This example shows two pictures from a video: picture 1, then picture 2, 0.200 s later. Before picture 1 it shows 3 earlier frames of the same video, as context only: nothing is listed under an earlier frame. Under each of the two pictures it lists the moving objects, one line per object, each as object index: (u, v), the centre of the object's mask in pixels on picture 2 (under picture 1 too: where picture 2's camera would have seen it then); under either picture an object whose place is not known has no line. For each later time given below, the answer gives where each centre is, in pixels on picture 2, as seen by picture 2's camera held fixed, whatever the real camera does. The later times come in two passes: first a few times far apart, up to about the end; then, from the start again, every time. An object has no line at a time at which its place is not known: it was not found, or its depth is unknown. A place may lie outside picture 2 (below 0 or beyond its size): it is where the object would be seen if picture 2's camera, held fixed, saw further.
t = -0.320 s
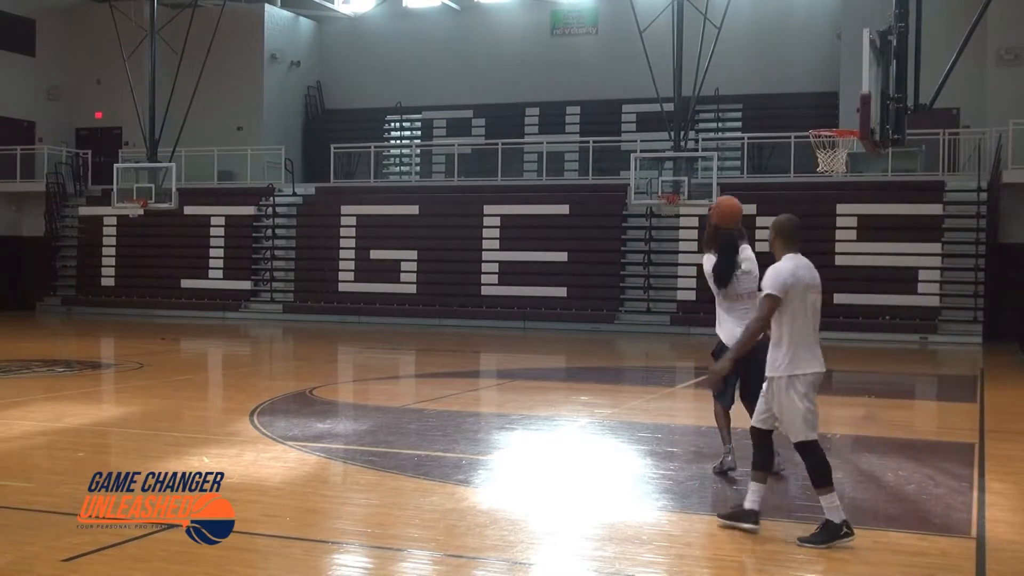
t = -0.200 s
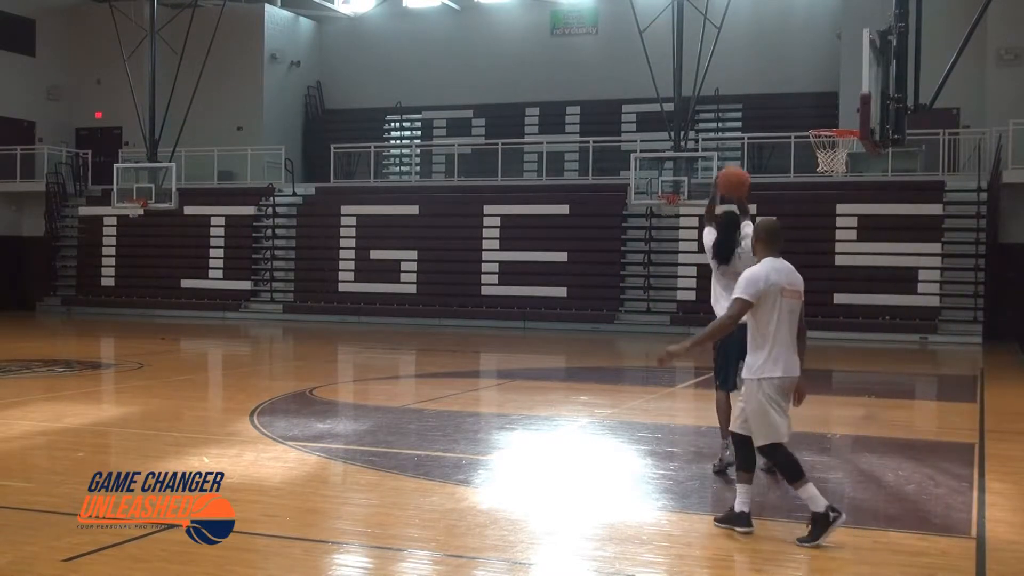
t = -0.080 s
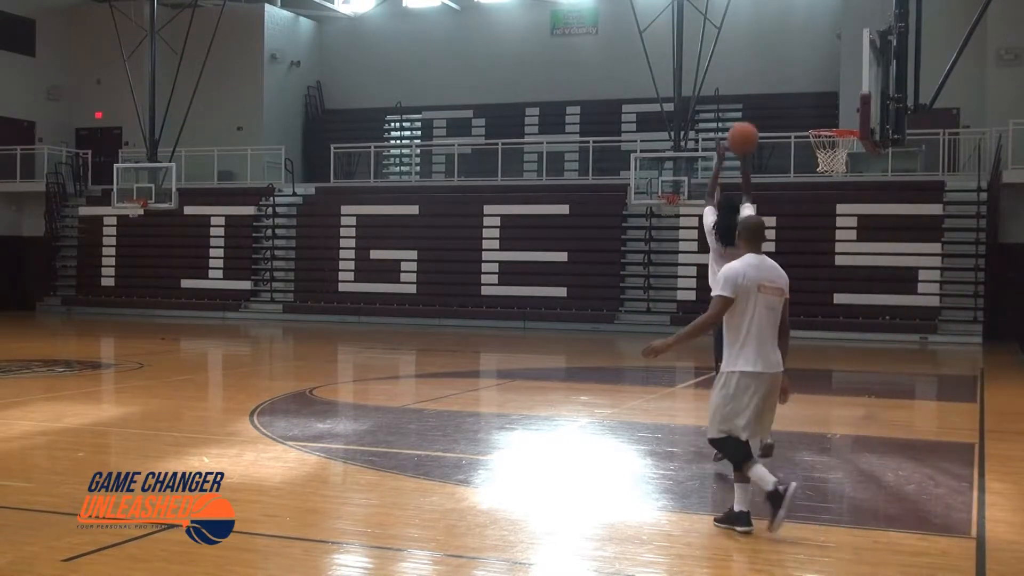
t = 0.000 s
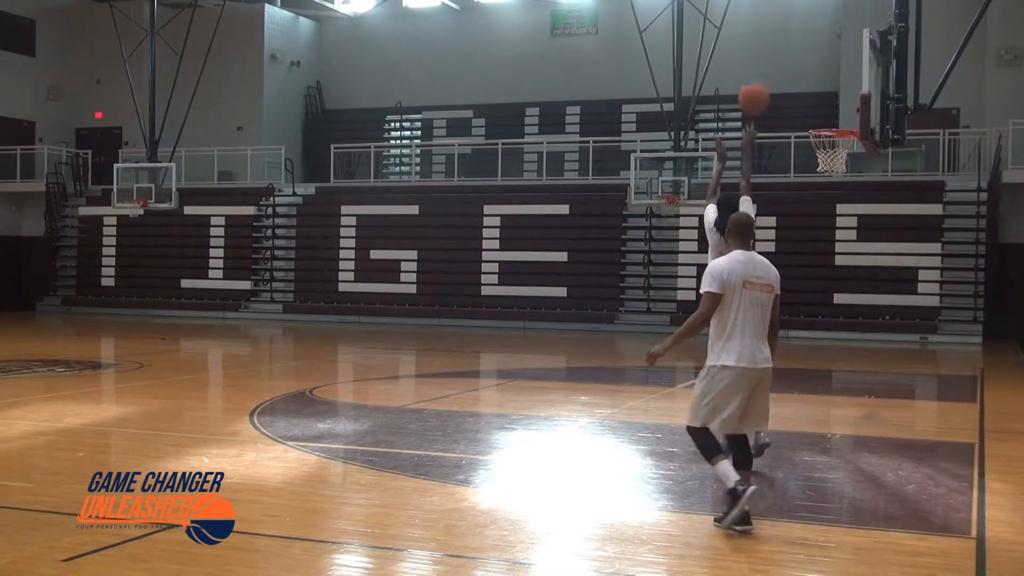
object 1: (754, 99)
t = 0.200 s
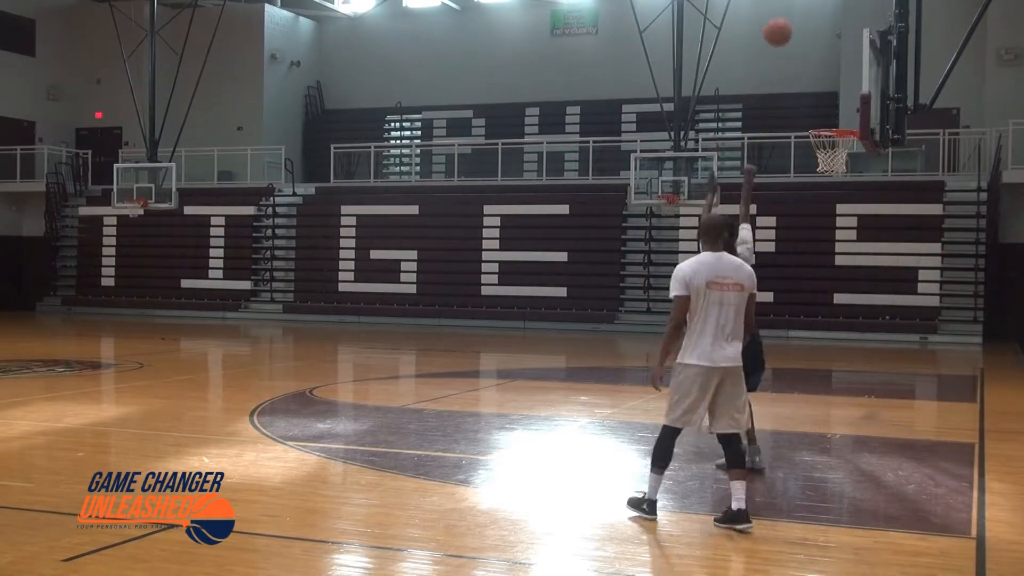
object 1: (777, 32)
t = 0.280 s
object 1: (786, 21)
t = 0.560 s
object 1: (809, 36)
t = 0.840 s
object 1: (826, 118)
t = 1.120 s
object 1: (837, 151)
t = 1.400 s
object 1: (844, 211)
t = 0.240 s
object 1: (782, 26)
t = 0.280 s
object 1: (786, 21)
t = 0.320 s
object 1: (790, 19)
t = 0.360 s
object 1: (793, 17)
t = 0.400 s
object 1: (797, 18)
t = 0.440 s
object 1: (800, 20)
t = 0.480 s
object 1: (803, 24)
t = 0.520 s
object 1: (806, 29)
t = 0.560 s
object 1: (809, 36)
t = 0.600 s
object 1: (812, 44)
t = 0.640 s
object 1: (814, 54)
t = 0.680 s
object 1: (817, 64)
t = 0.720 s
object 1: (819, 76)
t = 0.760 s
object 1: (822, 89)
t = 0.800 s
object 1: (823, 104)
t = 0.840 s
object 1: (826, 118)
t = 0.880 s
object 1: (827, 133)
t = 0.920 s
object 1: (827, 146)
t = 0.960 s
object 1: (831, 150)
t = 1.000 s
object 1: (832, 148)
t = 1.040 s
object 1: (833, 149)
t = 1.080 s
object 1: (835, 150)
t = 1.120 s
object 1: (837, 151)
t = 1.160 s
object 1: (839, 154)
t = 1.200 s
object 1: (841, 162)
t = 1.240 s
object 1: (840, 172)
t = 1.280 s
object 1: (842, 179)
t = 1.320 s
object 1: (843, 187)
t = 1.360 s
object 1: (844, 198)
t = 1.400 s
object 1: (844, 211)
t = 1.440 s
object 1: (846, 225)
